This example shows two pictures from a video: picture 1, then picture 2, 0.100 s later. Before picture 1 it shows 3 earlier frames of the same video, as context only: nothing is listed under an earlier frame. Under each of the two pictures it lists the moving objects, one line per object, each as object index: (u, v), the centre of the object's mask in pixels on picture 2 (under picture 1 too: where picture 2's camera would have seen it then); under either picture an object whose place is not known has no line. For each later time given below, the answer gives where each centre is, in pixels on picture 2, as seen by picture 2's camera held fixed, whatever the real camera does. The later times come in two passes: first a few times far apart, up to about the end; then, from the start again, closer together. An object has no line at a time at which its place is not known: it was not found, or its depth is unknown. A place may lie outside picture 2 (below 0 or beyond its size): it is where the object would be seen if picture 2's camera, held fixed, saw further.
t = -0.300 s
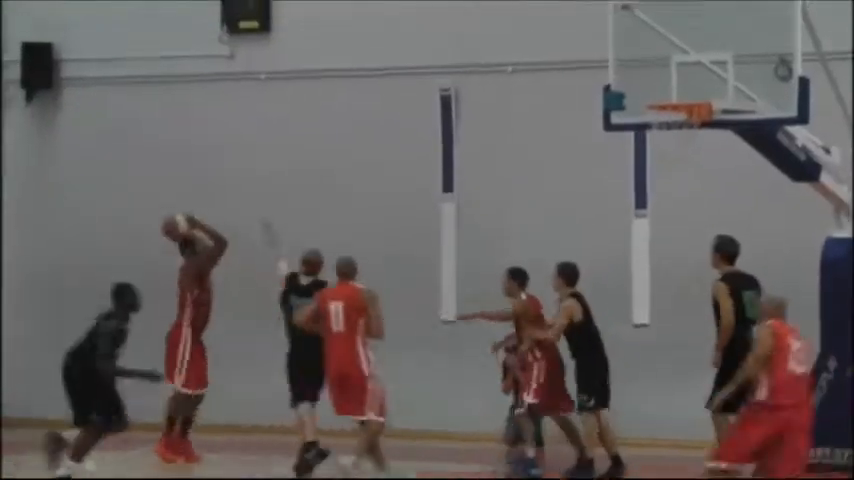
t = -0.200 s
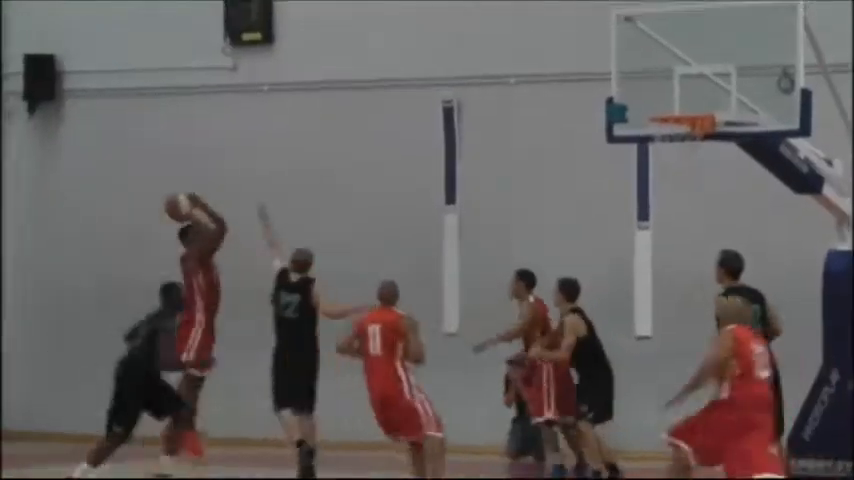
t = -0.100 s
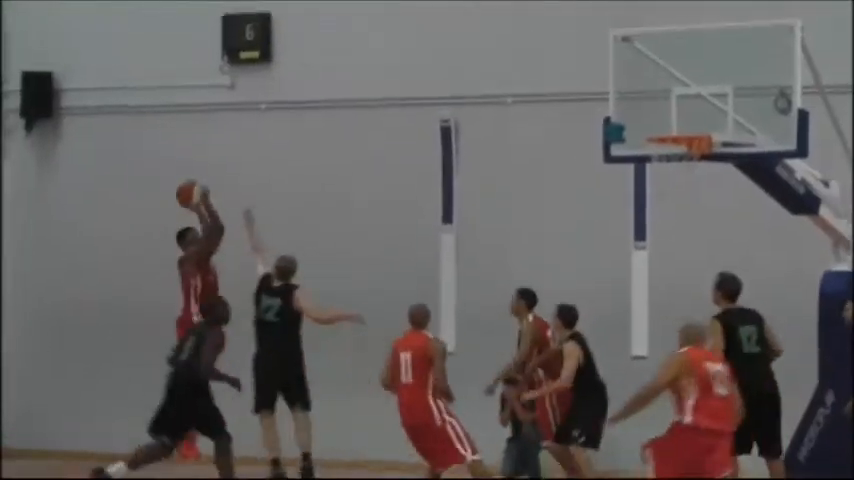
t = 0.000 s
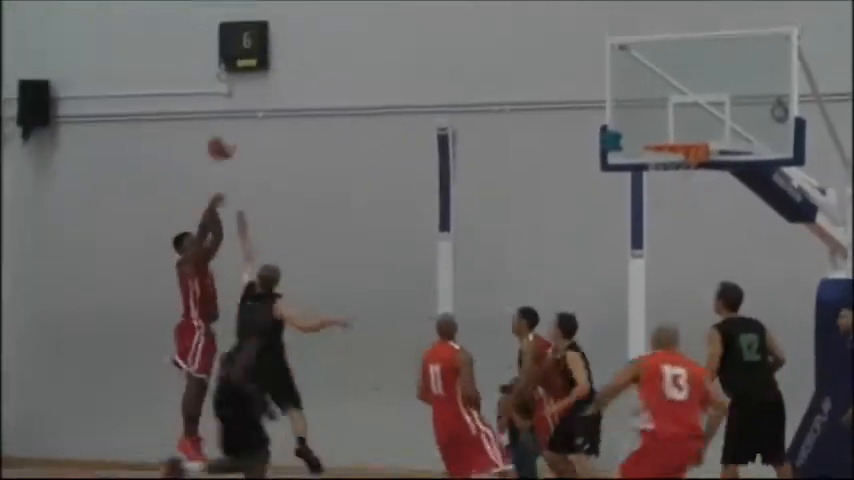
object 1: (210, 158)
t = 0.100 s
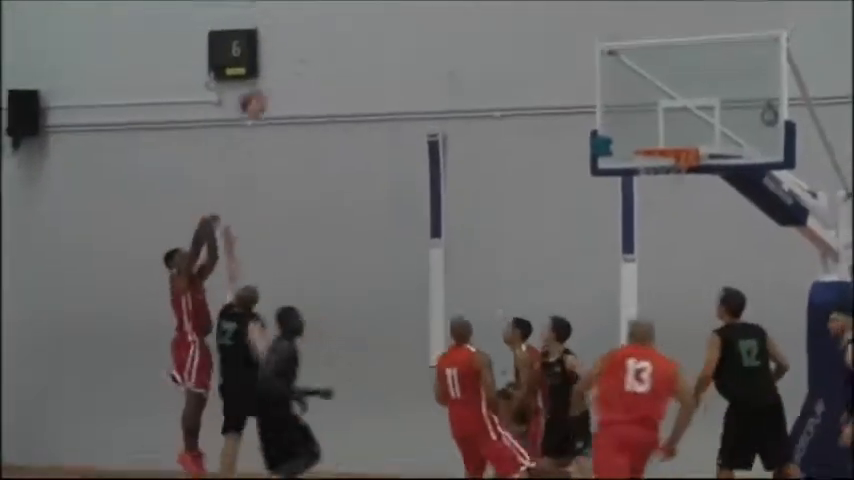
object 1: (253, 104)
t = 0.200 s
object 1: (294, 65)
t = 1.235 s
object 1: (700, 192)
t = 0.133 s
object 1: (266, 89)
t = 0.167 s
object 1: (280, 75)
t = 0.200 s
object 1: (294, 65)
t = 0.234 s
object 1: (307, 53)
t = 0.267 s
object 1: (320, 42)
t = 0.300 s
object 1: (332, 33)
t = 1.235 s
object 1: (700, 192)
